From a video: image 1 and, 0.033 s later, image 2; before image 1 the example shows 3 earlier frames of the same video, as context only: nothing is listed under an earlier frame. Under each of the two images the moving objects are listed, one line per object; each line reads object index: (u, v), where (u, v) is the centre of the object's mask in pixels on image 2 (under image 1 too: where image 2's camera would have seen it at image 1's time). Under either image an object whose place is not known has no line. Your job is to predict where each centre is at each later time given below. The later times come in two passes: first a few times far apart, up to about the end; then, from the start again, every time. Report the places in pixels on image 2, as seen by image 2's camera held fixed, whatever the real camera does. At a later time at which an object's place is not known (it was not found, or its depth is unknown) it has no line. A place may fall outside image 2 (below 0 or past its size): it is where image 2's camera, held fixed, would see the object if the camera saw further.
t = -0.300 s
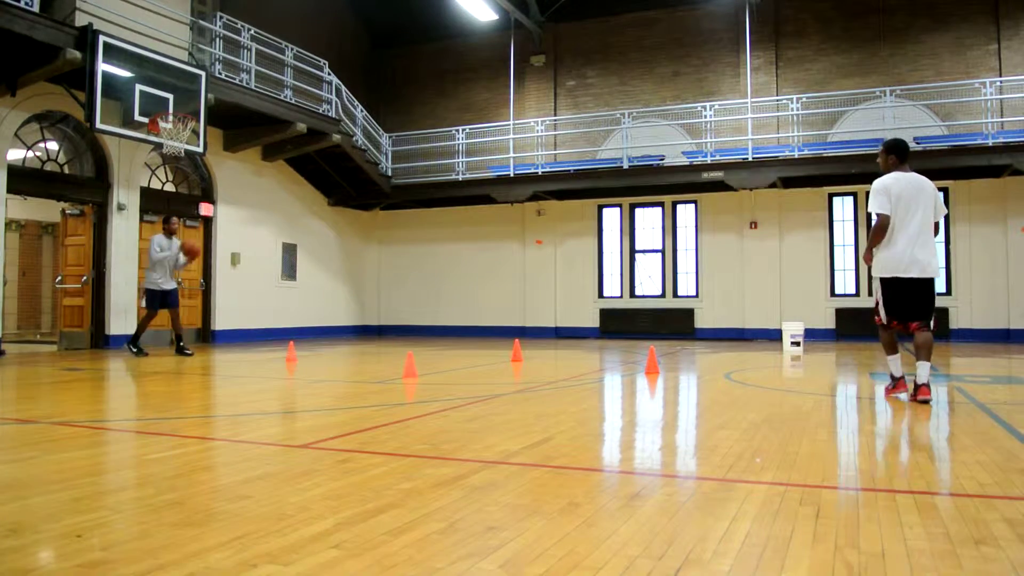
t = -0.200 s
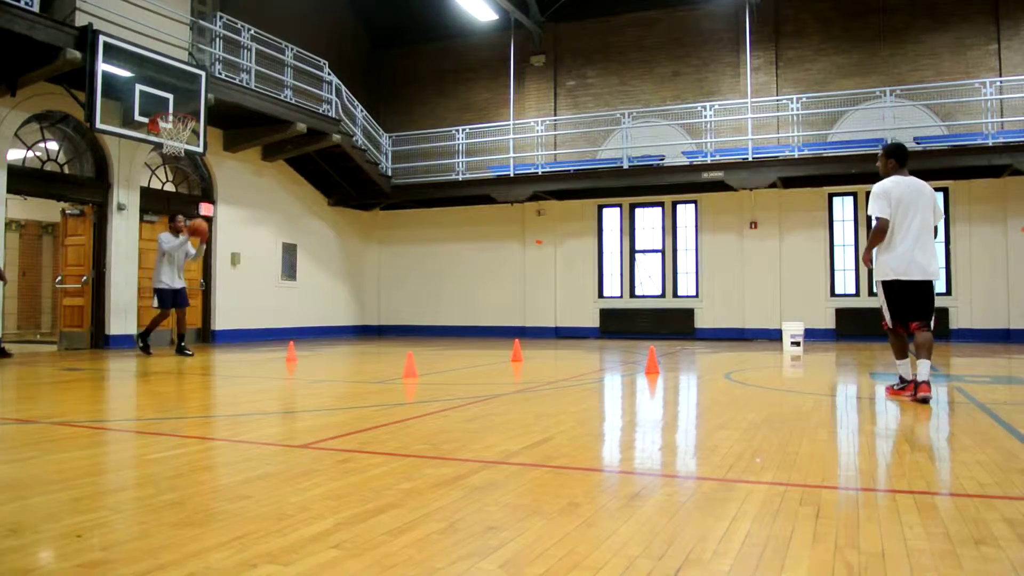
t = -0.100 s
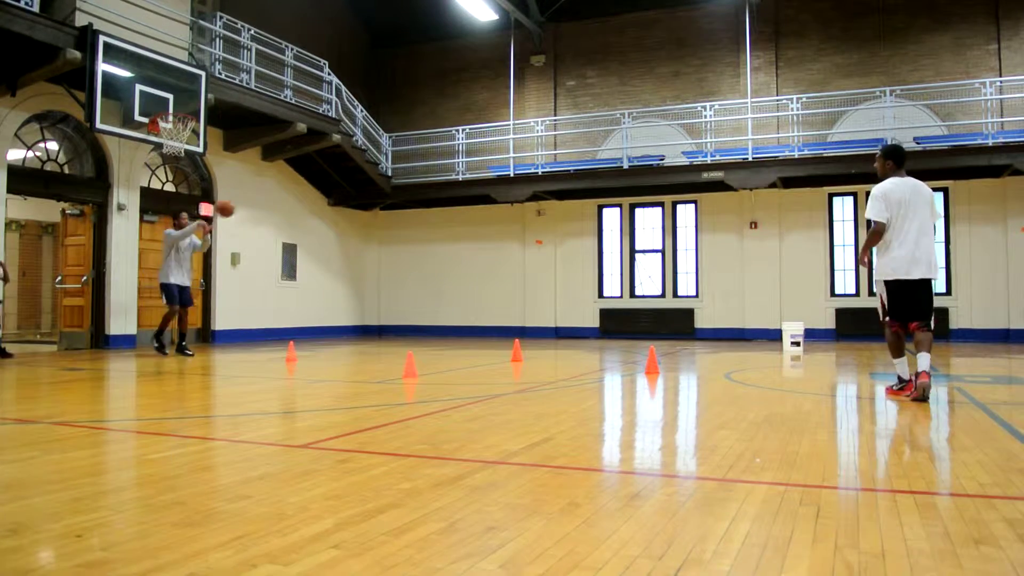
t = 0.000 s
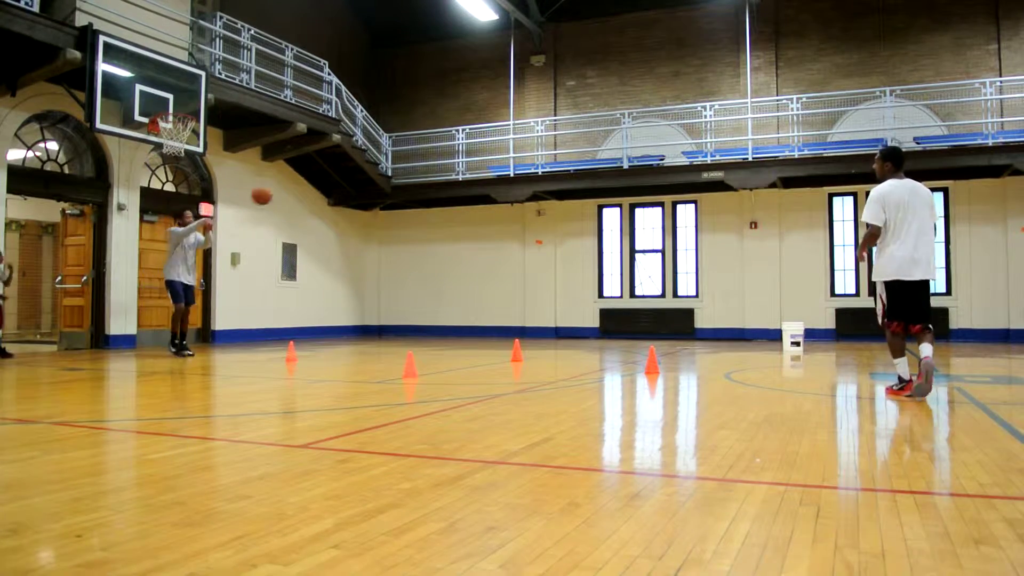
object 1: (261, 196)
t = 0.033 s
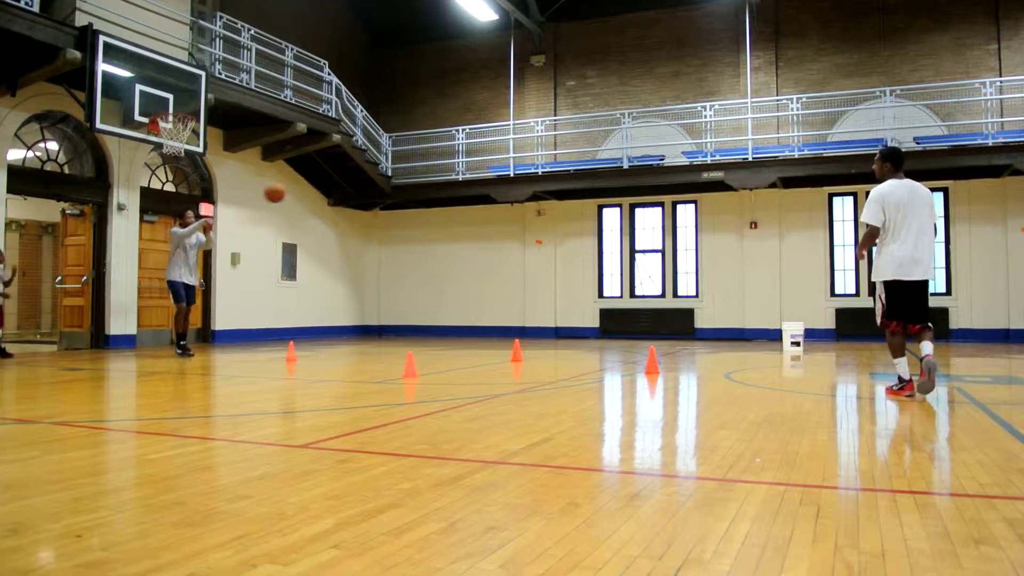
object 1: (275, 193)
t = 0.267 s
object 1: (375, 200)
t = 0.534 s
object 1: (519, 283)
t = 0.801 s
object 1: (652, 311)
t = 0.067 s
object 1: (288, 190)
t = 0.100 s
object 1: (302, 189)
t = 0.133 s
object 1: (316, 189)
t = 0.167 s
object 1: (330, 190)
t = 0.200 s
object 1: (345, 193)
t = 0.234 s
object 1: (359, 196)
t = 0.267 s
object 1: (375, 200)
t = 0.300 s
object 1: (391, 205)
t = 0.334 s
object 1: (408, 212)
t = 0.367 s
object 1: (424, 220)
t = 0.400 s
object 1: (442, 229)
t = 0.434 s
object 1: (460, 241)
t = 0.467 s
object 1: (479, 253)
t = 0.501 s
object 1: (499, 267)
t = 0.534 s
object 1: (519, 283)
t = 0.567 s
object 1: (539, 300)
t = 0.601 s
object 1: (561, 319)
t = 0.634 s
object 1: (583, 339)
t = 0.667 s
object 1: (605, 362)
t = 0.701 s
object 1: (621, 358)
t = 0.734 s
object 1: (631, 340)
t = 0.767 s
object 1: (642, 324)
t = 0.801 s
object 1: (652, 311)
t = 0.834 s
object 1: (663, 296)
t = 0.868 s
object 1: (674, 283)
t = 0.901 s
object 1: (685, 271)
